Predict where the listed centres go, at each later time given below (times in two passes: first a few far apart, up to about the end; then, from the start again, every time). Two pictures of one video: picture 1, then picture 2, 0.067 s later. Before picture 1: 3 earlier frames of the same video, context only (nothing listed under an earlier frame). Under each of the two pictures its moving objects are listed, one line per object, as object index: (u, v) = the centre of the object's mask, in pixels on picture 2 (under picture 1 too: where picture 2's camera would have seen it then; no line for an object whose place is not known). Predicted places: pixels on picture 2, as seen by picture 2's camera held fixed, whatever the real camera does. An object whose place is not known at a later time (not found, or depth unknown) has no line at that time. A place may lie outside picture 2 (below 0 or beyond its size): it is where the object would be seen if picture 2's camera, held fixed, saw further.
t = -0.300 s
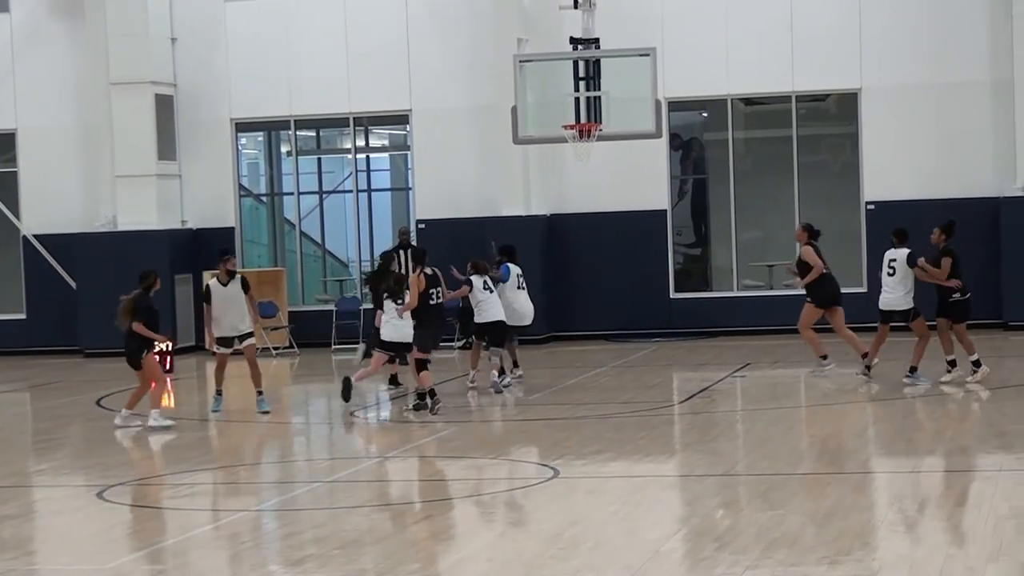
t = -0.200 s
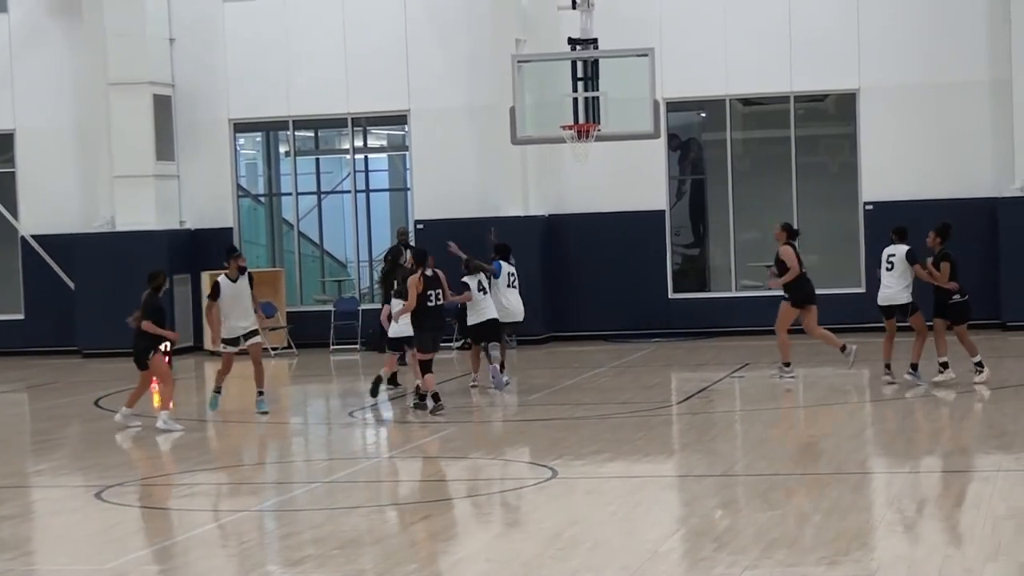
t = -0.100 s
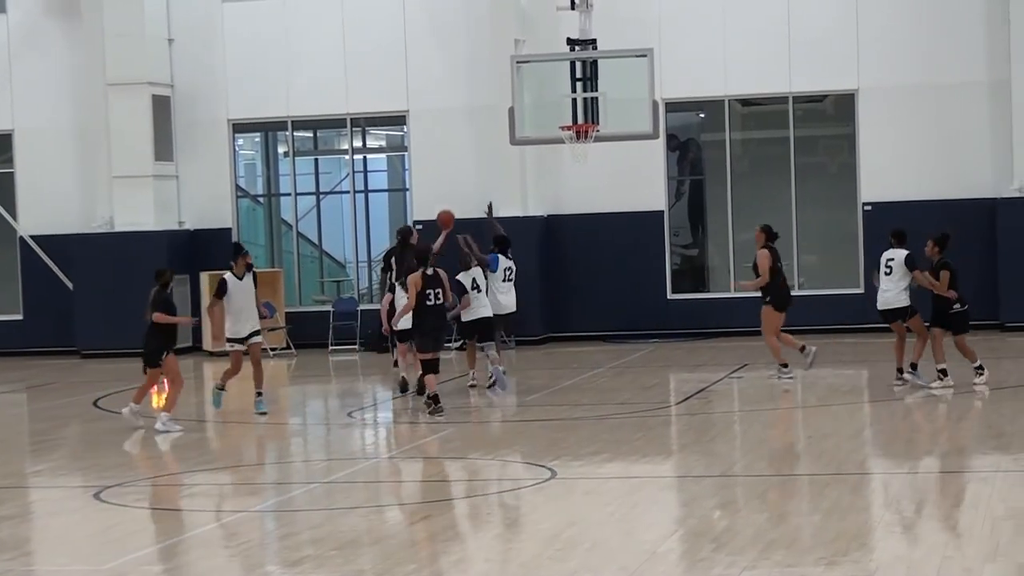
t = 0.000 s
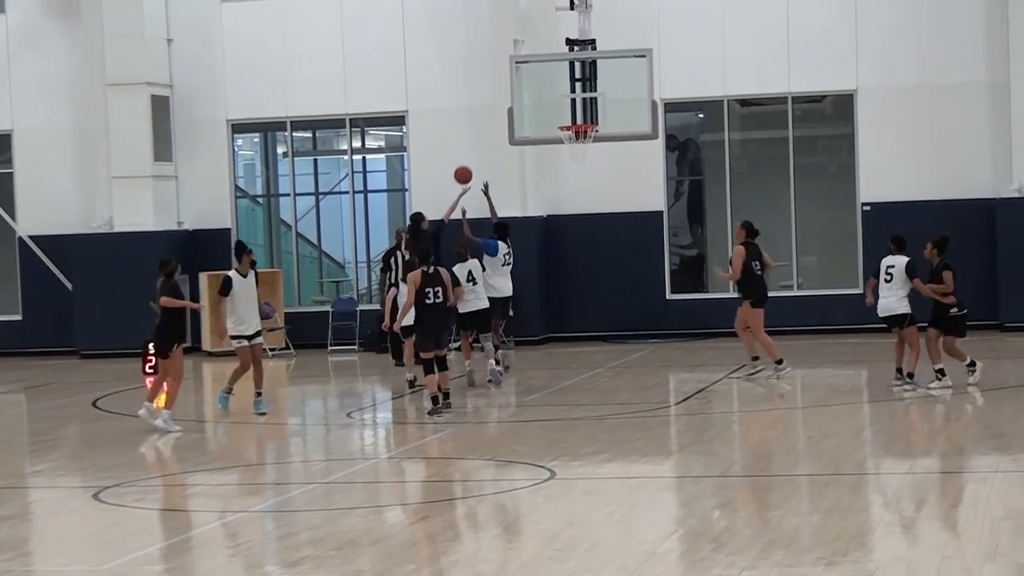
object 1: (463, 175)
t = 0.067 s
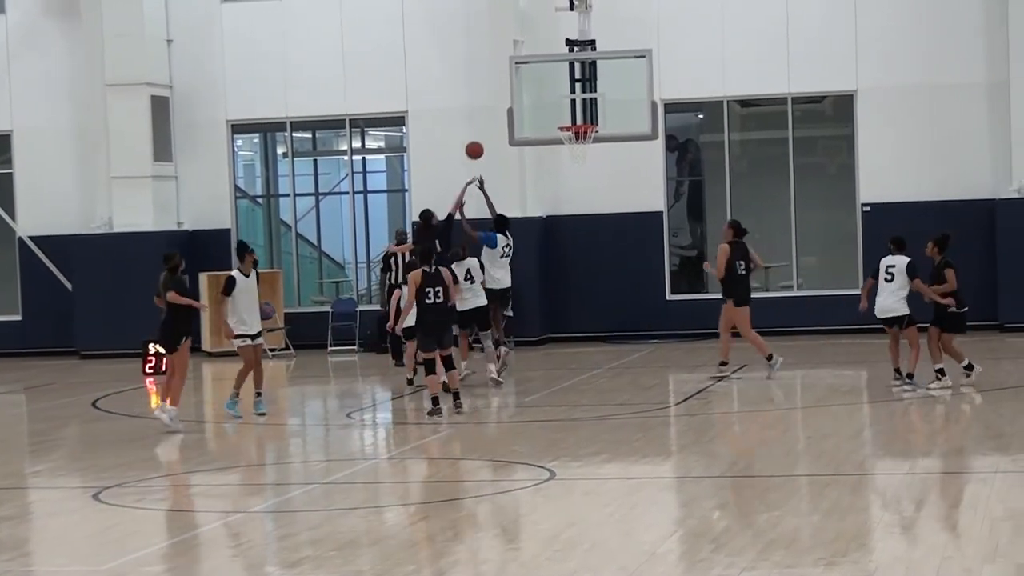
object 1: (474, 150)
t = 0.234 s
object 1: (503, 104)
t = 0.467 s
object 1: (544, 77)
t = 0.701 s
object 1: (558, 92)
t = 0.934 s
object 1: (581, 130)
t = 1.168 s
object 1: (584, 162)
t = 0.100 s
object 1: (480, 139)
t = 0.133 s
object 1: (486, 129)
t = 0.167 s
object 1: (492, 119)
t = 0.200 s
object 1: (497, 111)
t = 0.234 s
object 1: (503, 104)
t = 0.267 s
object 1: (509, 97)
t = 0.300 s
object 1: (515, 92)
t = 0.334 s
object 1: (521, 87)
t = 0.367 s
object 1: (527, 83)
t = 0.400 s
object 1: (533, 80)
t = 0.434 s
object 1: (539, 78)
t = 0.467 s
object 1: (544, 77)
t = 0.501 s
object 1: (546, 76)
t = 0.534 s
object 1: (548, 77)
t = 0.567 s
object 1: (550, 78)
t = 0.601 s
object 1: (552, 80)
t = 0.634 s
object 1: (554, 83)
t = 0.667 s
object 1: (556, 87)
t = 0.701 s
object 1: (558, 92)
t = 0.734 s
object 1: (560, 97)
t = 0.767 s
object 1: (563, 104)
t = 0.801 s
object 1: (565, 111)
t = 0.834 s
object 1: (567, 119)
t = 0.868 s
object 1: (572, 121)
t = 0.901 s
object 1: (576, 125)
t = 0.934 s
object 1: (581, 130)
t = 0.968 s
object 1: (584, 133)
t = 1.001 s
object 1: (587, 138)
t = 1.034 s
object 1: (586, 142)
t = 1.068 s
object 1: (586, 146)
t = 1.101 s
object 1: (586, 151)
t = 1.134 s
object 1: (585, 156)
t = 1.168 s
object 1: (584, 162)
